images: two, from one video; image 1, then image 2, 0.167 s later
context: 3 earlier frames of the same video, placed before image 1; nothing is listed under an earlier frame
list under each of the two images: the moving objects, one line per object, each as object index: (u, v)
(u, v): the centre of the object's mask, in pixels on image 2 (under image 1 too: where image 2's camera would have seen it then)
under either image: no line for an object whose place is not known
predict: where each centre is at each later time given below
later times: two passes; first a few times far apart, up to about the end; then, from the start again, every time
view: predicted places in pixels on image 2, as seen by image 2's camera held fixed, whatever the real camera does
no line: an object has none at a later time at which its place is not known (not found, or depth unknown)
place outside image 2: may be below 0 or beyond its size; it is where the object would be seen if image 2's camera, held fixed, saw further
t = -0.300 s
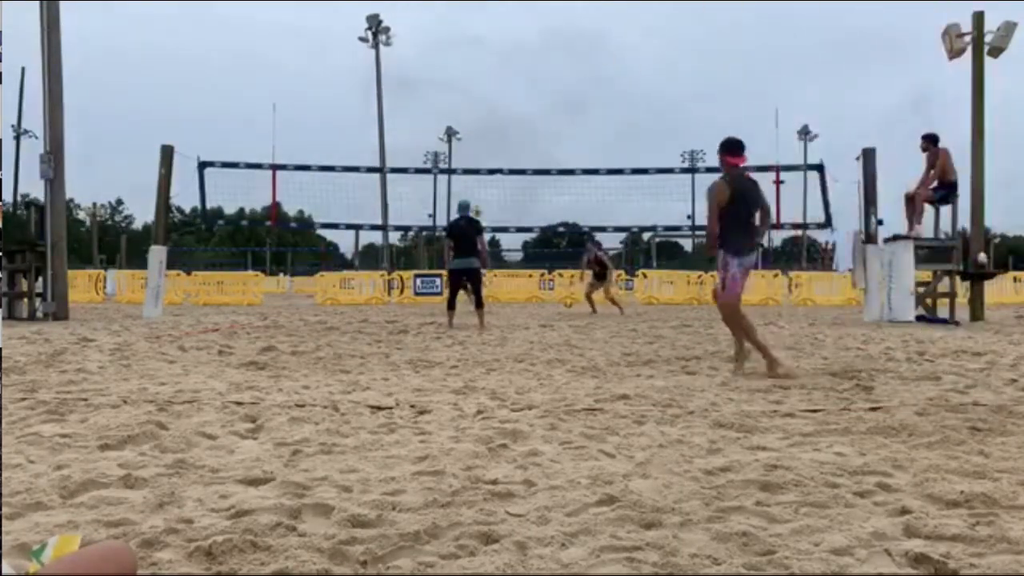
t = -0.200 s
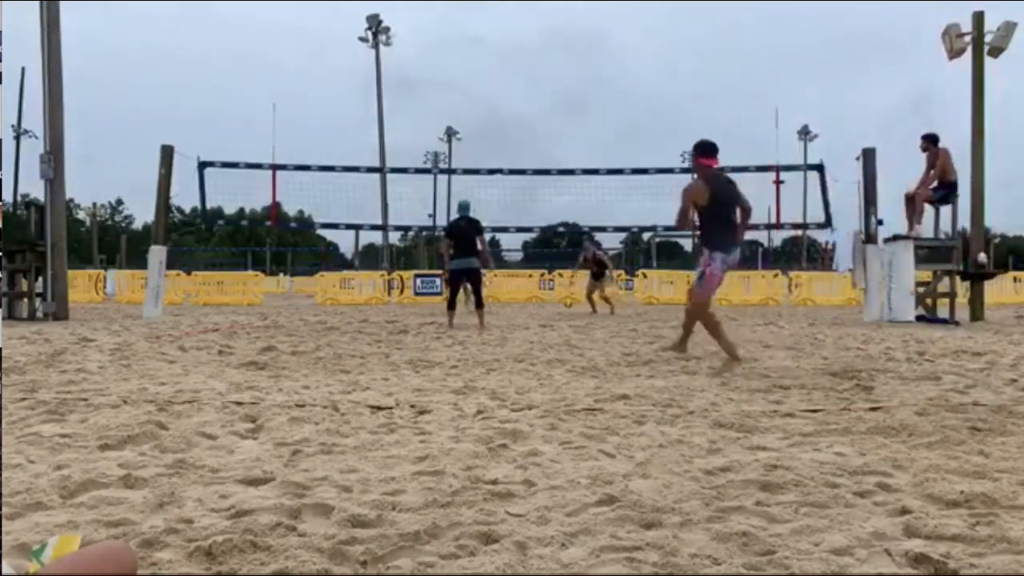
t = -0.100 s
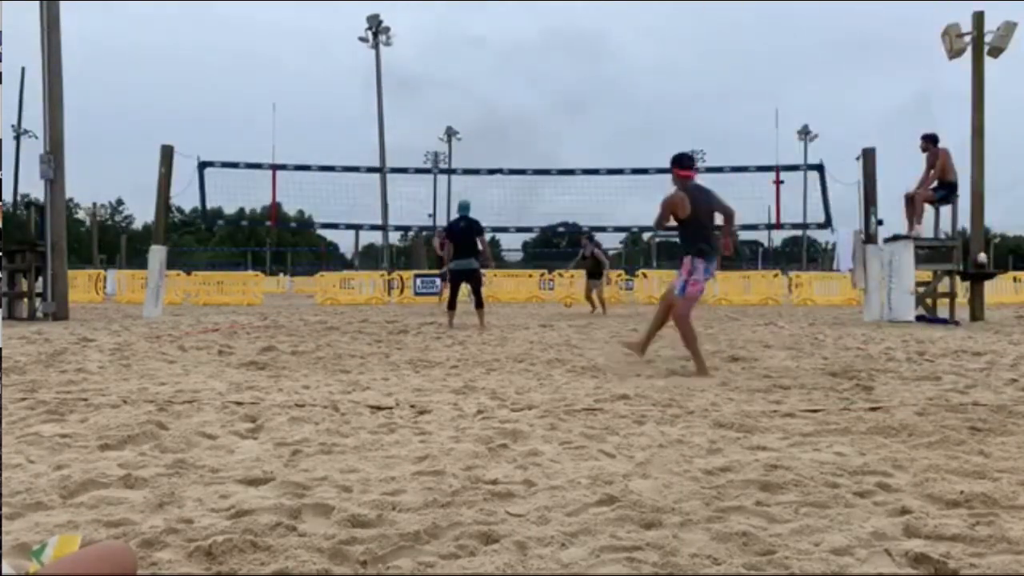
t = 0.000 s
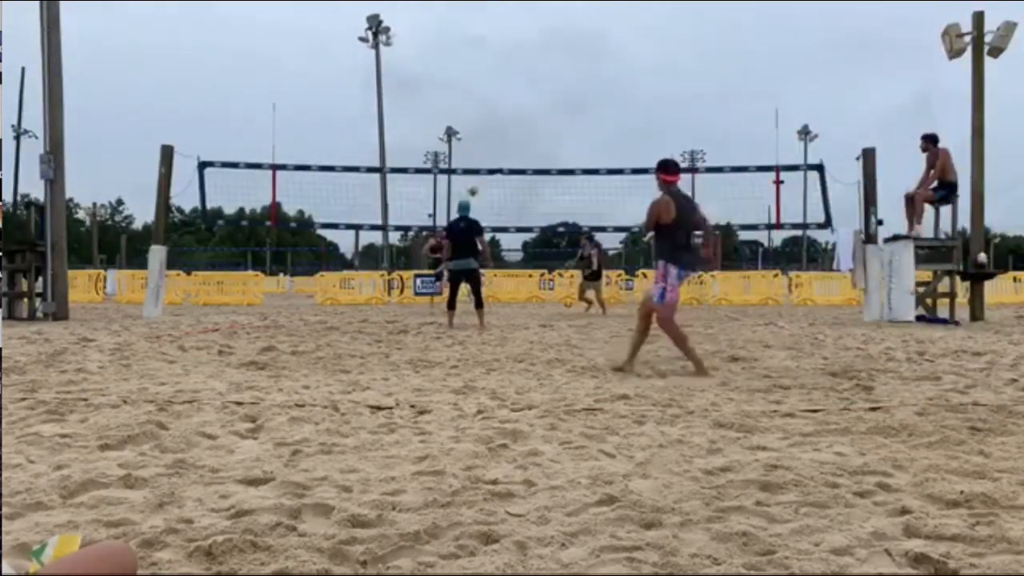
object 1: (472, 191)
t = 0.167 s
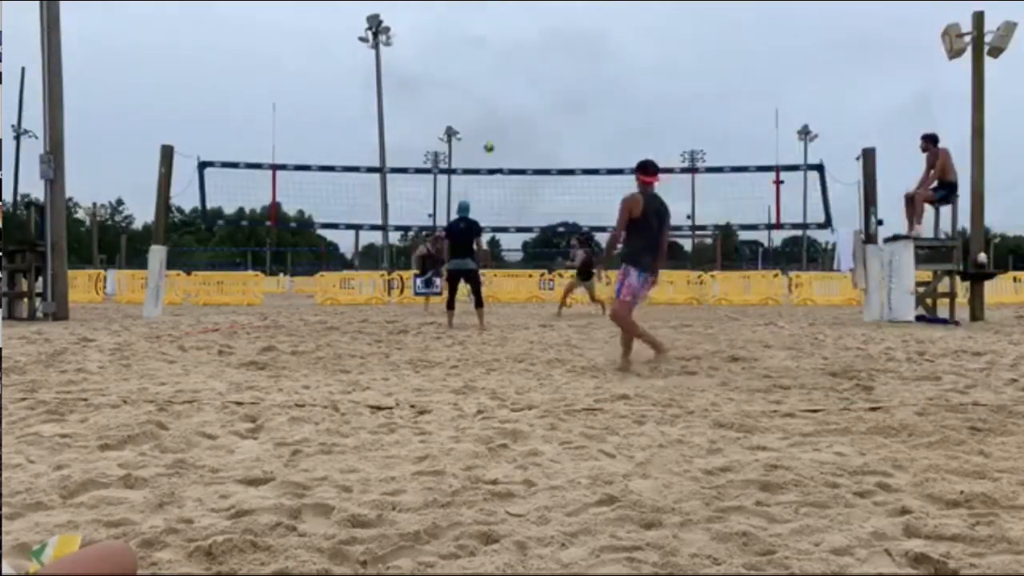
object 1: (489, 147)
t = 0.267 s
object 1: (499, 127)
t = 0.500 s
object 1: (526, 96)
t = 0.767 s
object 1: (558, 93)
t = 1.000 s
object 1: (589, 120)
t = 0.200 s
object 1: (492, 140)
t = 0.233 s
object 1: (496, 133)
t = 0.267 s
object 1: (499, 127)
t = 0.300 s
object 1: (502, 121)
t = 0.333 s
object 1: (506, 116)
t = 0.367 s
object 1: (510, 111)
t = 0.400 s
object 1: (514, 106)
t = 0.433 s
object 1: (518, 102)
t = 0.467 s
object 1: (522, 99)
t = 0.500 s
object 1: (526, 96)
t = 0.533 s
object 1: (529, 94)
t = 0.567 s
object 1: (533, 92)
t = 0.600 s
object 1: (537, 91)
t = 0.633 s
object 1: (541, 90)
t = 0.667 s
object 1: (546, 90)
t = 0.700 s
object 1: (550, 90)
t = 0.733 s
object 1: (554, 91)
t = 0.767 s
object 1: (558, 93)
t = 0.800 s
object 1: (562, 95)
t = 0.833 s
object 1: (567, 97)
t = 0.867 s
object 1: (571, 100)
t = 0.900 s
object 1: (576, 105)
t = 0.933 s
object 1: (580, 109)
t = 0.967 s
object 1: (584, 115)
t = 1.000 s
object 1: (589, 120)
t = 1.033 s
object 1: (594, 126)
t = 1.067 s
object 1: (598, 133)
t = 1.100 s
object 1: (603, 140)
